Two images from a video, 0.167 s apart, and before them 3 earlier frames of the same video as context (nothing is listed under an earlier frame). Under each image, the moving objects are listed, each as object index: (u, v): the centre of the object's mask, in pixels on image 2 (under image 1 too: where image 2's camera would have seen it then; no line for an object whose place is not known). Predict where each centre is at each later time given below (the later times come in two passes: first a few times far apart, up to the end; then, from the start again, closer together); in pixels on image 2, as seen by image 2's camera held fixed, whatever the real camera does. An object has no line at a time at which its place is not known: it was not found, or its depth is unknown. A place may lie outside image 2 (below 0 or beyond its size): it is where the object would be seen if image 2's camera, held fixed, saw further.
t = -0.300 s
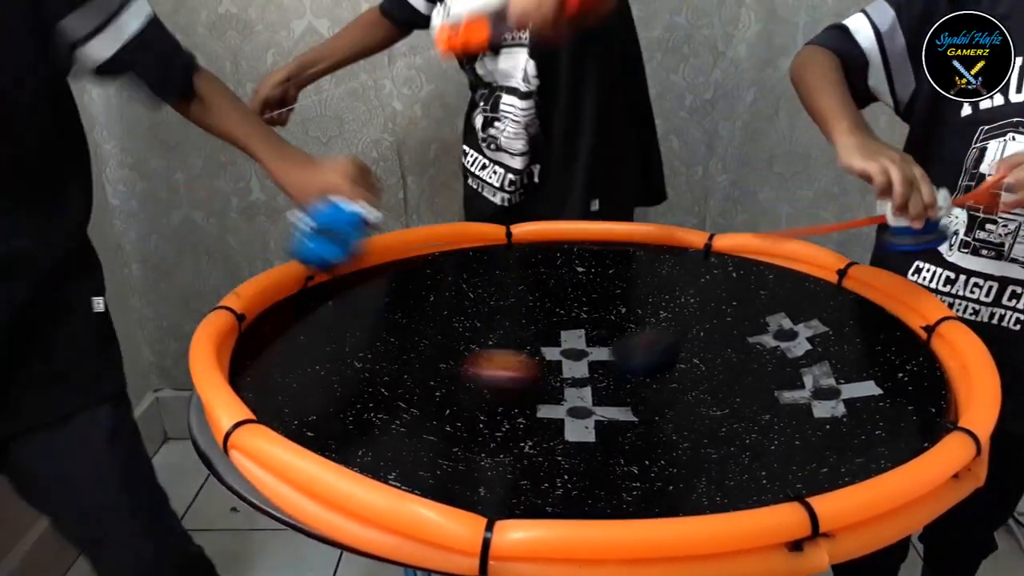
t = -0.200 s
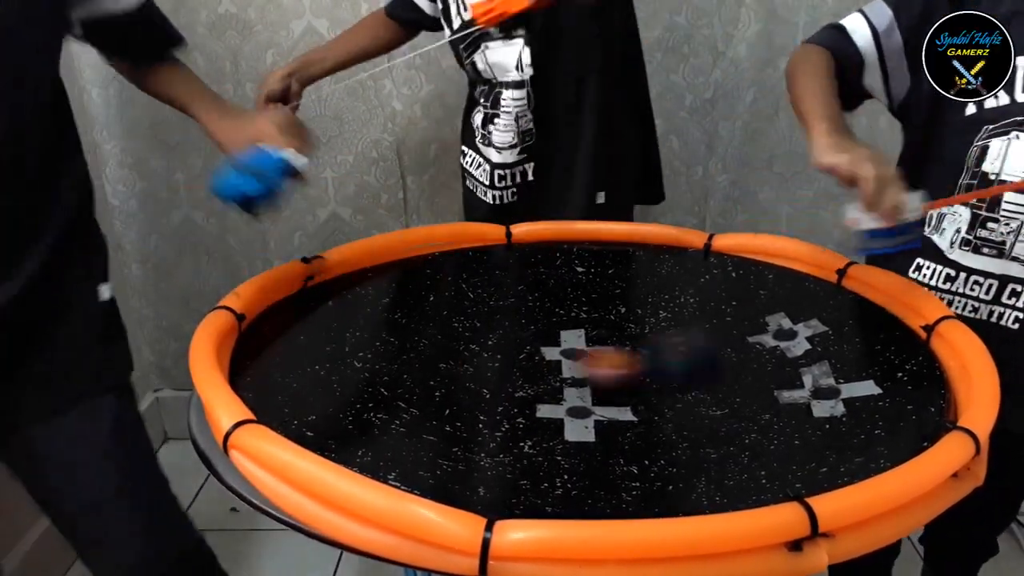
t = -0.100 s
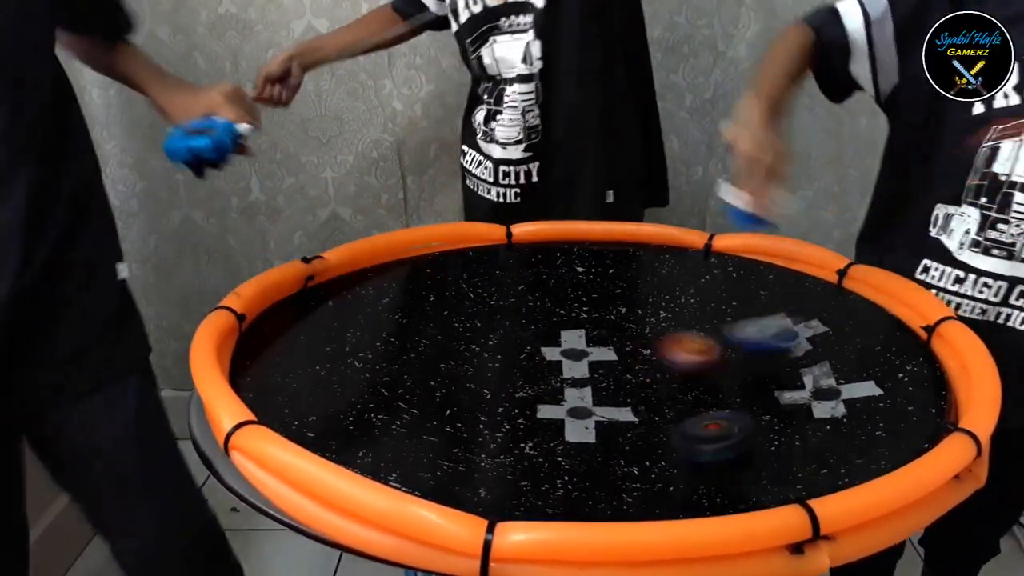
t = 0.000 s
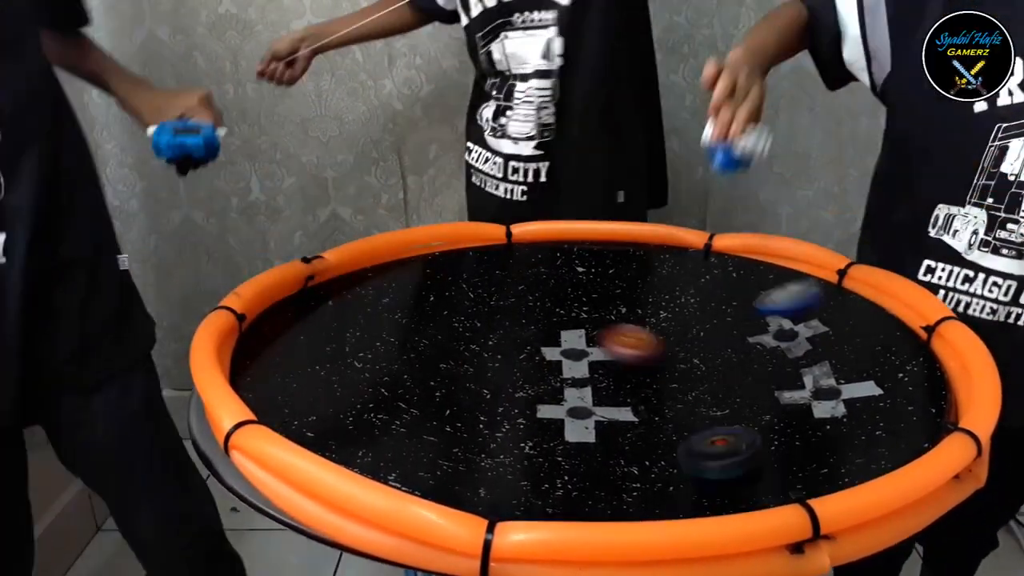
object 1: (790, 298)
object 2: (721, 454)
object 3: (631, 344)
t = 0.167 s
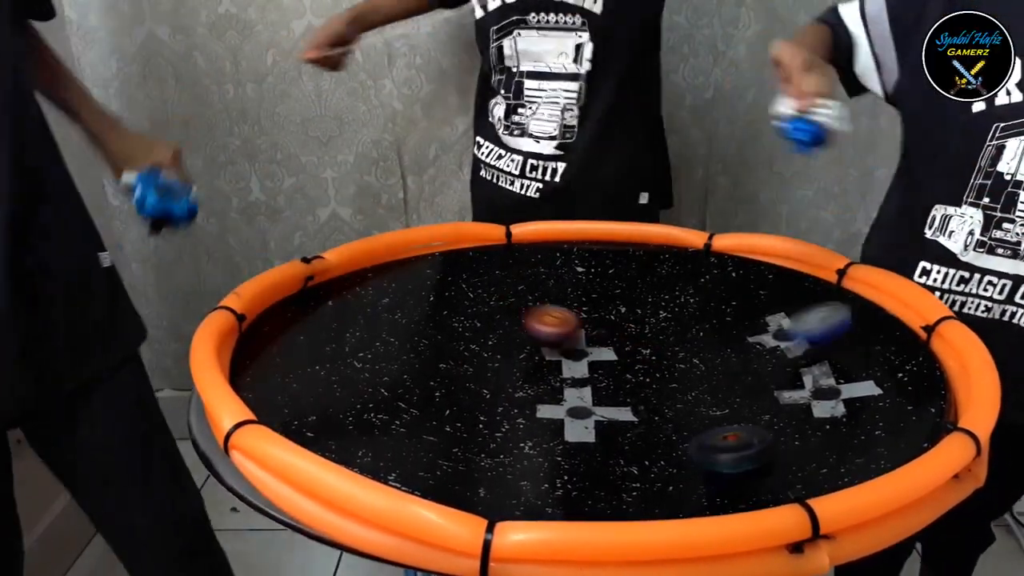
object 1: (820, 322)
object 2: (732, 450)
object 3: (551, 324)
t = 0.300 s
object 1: (802, 332)
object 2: (739, 441)
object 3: (515, 309)
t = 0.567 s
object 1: (710, 332)
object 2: (697, 410)
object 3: (459, 306)
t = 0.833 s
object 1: (623, 325)
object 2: (613, 377)
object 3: (482, 325)
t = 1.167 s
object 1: (815, 303)
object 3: (411, 338)
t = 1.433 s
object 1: (886, 341)
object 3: (428, 387)
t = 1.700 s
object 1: (703, 418)
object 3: (579, 385)
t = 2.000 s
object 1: (535, 425)
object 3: (624, 327)
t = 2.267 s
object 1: (471, 415)
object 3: (564, 293)
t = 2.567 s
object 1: (466, 386)
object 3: (499, 289)
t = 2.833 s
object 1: (521, 356)
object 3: (487, 297)
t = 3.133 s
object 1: (582, 324)
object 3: (520, 323)
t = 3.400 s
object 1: (617, 303)
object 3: (575, 345)
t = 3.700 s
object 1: (647, 293)
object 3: (628, 359)
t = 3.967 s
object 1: (650, 319)
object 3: (655, 365)
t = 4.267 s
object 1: (688, 321)
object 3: (561, 394)
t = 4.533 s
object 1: (724, 346)
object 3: (538, 426)
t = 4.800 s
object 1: (694, 377)
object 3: (566, 423)
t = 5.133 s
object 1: (705, 383)
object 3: (528, 399)
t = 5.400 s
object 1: (775, 366)
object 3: (471, 369)
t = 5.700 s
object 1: (775, 349)
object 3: (450, 328)
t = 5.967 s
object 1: (721, 334)
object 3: (460, 303)
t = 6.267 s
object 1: (645, 325)
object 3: (499, 297)
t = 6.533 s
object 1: (692, 324)
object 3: (547, 299)
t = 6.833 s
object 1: (674, 348)
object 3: (624, 316)
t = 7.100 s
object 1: (665, 397)
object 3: (689, 322)
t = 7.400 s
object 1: (656, 428)
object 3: (716, 337)
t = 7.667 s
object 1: (623, 425)
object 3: (712, 355)
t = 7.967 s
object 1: (601, 382)
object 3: (675, 378)
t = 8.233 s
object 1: (549, 337)
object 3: (771, 410)
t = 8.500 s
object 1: (545, 321)
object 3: (799, 412)
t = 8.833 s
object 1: (582, 331)
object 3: (743, 404)
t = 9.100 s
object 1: (622, 346)
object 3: (652, 375)
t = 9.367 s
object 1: (630, 299)
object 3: (590, 381)
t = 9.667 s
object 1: (636, 285)
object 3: (543, 368)
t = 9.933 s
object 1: (621, 300)
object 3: (531, 355)
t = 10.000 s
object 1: (616, 306)
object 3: (534, 351)
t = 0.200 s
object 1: (818, 327)
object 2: (736, 448)
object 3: (542, 319)
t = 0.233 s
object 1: (814, 329)
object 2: (739, 445)
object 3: (533, 315)
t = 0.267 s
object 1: (809, 330)
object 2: (740, 443)
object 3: (524, 312)
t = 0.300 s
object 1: (802, 332)
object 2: (739, 441)
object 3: (515, 309)
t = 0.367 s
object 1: (781, 333)
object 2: (735, 433)
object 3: (499, 304)
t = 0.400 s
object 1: (771, 334)
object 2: (730, 430)
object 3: (490, 302)
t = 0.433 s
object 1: (760, 334)
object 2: (727, 427)
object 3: (482, 301)
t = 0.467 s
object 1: (747, 334)
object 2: (719, 422)
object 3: (475, 301)
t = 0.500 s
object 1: (734, 333)
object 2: (712, 418)
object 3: (467, 302)
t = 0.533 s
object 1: (722, 333)
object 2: (703, 413)
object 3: (462, 304)
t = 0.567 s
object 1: (710, 332)
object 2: (697, 410)
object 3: (459, 306)
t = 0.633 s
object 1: (687, 330)
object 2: (679, 402)
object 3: (458, 311)
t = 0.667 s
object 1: (676, 328)
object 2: (673, 398)
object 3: (459, 313)
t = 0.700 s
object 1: (665, 327)
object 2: (663, 393)
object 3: (462, 316)
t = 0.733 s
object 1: (654, 327)
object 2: (651, 390)
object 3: (466, 319)
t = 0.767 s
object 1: (643, 326)
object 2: (639, 386)
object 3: (470, 321)
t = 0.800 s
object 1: (632, 325)
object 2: (627, 382)
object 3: (475, 323)
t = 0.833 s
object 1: (623, 325)
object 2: (613, 377)
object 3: (482, 325)
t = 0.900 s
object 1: (603, 324)
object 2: (590, 373)
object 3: (502, 328)
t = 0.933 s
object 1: (592, 325)
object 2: (572, 368)
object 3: (514, 330)
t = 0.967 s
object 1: (585, 326)
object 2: (559, 365)
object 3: (522, 331)
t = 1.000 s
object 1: (620, 321)
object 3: (501, 331)
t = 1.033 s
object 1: (663, 320)
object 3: (474, 331)
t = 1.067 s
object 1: (706, 317)
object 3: (452, 332)
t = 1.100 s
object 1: (747, 313)
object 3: (432, 332)
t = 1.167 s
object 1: (815, 303)
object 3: (411, 338)
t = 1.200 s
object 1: (840, 300)
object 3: (403, 343)
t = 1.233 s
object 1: (867, 296)
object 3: (397, 349)
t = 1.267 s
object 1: (891, 295)
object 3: (395, 354)
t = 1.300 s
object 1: (902, 296)
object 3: (395, 361)
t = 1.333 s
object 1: (909, 304)
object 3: (397, 367)
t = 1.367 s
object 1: (909, 313)
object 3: (405, 374)
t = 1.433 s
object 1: (886, 341)
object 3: (428, 387)
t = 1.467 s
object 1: (871, 355)
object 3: (444, 390)
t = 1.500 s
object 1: (854, 370)
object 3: (462, 393)
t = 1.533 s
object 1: (832, 380)
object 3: (483, 394)
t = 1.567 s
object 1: (802, 391)
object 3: (502, 395)
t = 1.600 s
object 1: (779, 399)
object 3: (523, 394)
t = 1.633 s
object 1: (756, 406)
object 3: (542, 393)
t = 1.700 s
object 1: (703, 418)
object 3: (579, 385)
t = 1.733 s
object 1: (681, 421)
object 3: (592, 380)
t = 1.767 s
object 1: (656, 424)
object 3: (602, 372)
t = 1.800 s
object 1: (637, 426)
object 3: (611, 368)
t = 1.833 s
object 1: (616, 427)
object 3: (617, 361)
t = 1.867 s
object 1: (598, 429)
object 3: (623, 354)
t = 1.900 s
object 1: (579, 429)
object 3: (626, 346)
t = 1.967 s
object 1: (546, 427)
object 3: (627, 334)
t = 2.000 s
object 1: (535, 425)
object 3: (624, 327)
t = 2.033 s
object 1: (525, 424)
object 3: (620, 321)
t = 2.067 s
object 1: (514, 423)
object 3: (615, 315)
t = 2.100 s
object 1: (506, 422)
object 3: (609, 310)
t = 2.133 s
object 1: (498, 420)
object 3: (601, 304)
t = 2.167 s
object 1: (491, 420)
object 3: (594, 301)
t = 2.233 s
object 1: (477, 417)
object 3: (574, 295)
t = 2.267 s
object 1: (471, 415)
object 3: (564, 293)
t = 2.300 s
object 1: (465, 414)
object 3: (554, 292)
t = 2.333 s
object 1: (460, 412)
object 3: (543, 292)
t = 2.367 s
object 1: (455, 409)
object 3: (533, 292)
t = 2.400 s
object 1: (453, 405)
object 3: (524, 293)
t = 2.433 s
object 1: (452, 402)
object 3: (518, 295)
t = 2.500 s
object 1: (457, 394)
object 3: (507, 292)
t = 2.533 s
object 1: (461, 390)
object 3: (503, 290)
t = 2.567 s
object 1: (466, 386)
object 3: (499, 289)
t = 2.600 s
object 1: (471, 382)
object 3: (496, 289)
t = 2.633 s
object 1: (478, 379)
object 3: (494, 289)
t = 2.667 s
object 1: (484, 375)
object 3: (491, 290)
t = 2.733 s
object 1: (499, 368)
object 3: (488, 292)
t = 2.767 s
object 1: (506, 364)
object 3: (487, 293)
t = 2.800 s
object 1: (513, 360)
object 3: (487, 294)
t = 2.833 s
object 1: (521, 356)
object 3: (487, 297)
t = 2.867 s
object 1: (528, 353)
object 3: (488, 299)
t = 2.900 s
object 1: (534, 349)
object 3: (490, 302)
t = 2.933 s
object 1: (542, 345)
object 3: (492, 305)
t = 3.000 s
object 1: (557, 338)
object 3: (500, 311)
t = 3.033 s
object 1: (564, 334)
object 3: (504, 314)
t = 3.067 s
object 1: (570, 331)
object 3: (509, 317)
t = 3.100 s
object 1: (576, 327)
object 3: (514, 320)
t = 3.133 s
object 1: (582, 324)
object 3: (520, 323)
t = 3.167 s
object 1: (587, 321)
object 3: (526, 326)
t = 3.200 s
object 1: (592, 318)
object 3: (533, 330)
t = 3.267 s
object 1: (602, 313)
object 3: (546, 335)
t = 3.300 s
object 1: (605, 310)
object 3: (554, 338)
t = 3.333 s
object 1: (610, 307)
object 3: (560, 342)
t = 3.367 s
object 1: (613, 305)
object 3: (568, 343)
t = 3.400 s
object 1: (617, 303)
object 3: (575, 345)
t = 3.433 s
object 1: (621, 301)
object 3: (582, 347)
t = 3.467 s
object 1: (623, 299)
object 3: (589, 350)
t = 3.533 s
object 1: (630, 296)
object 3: (600, 352)
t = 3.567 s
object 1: (633, 294)
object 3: (606, 354)
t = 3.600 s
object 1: (636, 293)
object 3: (611, 354)
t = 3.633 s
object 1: (639, 293)
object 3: (617, 356)
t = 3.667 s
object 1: (643, 292)
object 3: (623, 357)
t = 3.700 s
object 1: (647, 293)
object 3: (628, 359)
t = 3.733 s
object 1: (650, 295)
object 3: (632, 360)
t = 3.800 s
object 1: (654, 300)
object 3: (640, 361)
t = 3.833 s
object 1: (654, 303)
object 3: (643, 362)
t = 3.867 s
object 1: (654, 307)
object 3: (647, 362)
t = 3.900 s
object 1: (653, 311)
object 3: (650, 363)
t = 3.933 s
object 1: (652, 315)
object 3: (653, 364)
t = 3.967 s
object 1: (650, 319)
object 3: (655, 365)
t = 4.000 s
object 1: (647, 323)
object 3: (653, 364)
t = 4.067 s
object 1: (642, 329)
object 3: (640, 362)
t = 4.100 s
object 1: (649, 330)
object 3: (625, 366)
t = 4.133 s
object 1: (659, 326)
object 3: (609, 372)
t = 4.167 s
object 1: (669, 323)
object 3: (593, 380)
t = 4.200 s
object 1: (676, 321)
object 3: (579, 385)
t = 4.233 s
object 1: (682, 321)
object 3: (568, 391)
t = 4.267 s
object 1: (688, 321)
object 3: (561, 394)
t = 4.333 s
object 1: (699, 325)
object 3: (549, 405)
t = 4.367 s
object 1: (707, 328)
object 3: (544, 408)
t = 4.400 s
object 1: (711, 331)
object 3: (541, 413)
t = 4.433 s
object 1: (716, 334)
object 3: (539, 416)
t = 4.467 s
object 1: (720, 339)
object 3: (538, 420)
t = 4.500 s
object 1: (722, 342)
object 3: (538, 423)
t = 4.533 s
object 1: (724, 346)
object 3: (538, 426)
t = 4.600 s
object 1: (724, 355)
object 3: (542, 429)
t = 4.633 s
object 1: (722, 359)
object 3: (544, 429)
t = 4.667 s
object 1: (718, 363)
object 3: (548, 428)
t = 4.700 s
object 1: (714, 367)
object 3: (554, 429)
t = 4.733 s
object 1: (707, 371)
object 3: (559, 427)
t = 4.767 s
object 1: (701, 374)
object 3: (563, 426)
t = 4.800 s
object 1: (694, 377)
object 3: (566, 423)
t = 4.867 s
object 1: (675, 383)
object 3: (572, 419)
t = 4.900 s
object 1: (667, 385)
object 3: (574, 417)
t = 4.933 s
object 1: (659, 386)
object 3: (576, 414)
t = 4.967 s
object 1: (657, 389)
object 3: (579, 413)
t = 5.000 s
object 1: (654, 392)
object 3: (582, 409)
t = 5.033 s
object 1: (651, 393)
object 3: (582, 408)
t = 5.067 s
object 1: (667, 391)
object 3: (563, 403)
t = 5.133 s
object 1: (705, 383)
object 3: (528, 399)
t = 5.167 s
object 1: (717, 380)
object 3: (516, 395)
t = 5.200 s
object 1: (731, 376)
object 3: (507, 393)
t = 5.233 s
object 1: (740, 374)
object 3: (499, 389)
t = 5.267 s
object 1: (748, 372)
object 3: (492, 386)
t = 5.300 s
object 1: (756, 370)
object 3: (485, 381)
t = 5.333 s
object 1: (764, 369)
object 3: (480, 377)
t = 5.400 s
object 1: (775, 366)
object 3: (471, 369)
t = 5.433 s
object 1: (781, 364)
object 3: (467, 364)
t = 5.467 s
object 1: (785, 362)
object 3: (464, 360)
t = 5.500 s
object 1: (787, 361)
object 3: (460, 355)
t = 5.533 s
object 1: (789, 358)
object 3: (457, 350)
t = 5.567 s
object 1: (789, 355)
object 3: (455, 346)
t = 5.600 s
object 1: (787, 355)
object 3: (454, 342)
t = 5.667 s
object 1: (780, 351)
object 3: (450, 332)
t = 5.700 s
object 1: (775, 349)
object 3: (450, 328)
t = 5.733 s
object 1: (770, 347)
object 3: (450, 323)
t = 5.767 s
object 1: (764, 345)
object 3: (450, 319)
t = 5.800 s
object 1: (758, 343)
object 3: (451, 316)
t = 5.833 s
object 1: (752, 341)
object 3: (453, 313)
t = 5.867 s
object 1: (743, 339)
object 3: (454, 310)
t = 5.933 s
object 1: (729, 335)
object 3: (458, 305)
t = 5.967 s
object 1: (721, 334)
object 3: (460, 303)
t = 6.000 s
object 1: (713, 332)
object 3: (464, 301)
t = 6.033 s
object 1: (706, 331)
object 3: (468, 300)
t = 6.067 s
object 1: (696, 330)
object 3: (472, 299)
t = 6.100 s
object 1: (688, 329)
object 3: (476, 298)
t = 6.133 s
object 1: (680, 328)
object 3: (480, 297)
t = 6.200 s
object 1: (663, 326)
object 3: (489, 297)
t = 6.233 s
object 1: (654, 325)
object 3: (493, 296)
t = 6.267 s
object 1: (645, 325)
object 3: (499, 297)
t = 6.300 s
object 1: (644, 324)
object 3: (504, 297)
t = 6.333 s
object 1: (657, 323)
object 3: (510, 297)
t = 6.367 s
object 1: (669, 322)
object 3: (515, 298)
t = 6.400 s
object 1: (676, 321)
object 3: (522, 299)
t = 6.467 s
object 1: (686, 321)
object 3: (534, 299)
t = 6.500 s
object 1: (689, 323)
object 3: (541, 299)
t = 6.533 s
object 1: (692, 324)
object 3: (547, 299)
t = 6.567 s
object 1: (694, 327)
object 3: (554, 300)
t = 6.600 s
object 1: (694, 329)
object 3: (562, 301)
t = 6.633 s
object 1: (694, 332)
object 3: (569, 302)
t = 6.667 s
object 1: (693, 334)
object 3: (577, 304)
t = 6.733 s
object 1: (688, 340)
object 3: (595, 307)
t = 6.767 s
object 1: (684, 343)
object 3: (604, 310)
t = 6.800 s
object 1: (679, 345)
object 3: (614, 313)
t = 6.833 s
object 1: (674, 348)
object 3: (624, 316)
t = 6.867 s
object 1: (669, 350)
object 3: (633, 319)
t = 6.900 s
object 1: (662, 354)
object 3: (642, 320)
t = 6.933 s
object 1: (655, 359)
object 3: (653, 322)
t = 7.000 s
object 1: (645, 371)
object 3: (670, 321)
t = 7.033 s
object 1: (654, 381)
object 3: (677, 322)
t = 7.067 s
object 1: (660, 390)
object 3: (683, 323)
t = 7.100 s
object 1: (665, 397)
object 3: (689, 322)
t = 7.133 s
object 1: (667, 403)
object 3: (694, 323)
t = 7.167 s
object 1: (667, 407)
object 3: (698, 326)
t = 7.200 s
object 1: (666, 411)
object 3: (701, 327)
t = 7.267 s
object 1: (663, 418)
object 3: (708, 329)
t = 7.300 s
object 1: (662, 421)
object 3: (711, 331)
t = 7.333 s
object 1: (660, 423)
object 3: (713, 332)
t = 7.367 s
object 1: (658, 426)
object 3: (715, 335)
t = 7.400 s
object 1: (656, 428)
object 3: (716, 337)
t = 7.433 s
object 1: (653, 430)
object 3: (717, 338)
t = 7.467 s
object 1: (651, 431)
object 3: (718, 341)
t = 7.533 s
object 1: (642, 433)
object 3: (717, 346)
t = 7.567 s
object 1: (637, 433)
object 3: (717, 348)
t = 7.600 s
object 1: (633, 432)
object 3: (715, 352)
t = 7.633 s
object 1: (627, 429)
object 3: (714, 353)
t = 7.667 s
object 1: (623, 425)
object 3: (712, 355)
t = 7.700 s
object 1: (619, 422)
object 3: (710, 358)
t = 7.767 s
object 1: (613, 414)
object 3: (702, 363)
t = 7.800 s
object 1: (611, 409)
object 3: (698, 366)
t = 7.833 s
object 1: (609, 404)
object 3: (695, 368)
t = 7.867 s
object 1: (607, 399)
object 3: (690, 370)
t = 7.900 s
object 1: (606, 394)
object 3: (686, 373)
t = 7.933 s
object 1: (605, 389)
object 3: (681, 377)
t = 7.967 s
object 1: (601, 382)
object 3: (675, 378)
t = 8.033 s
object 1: (597, 371)
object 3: (666, 381)
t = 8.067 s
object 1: (597, 368)
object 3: (663, 382)
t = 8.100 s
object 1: (589, 362)
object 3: (689, 389)
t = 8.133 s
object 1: (575, 356)
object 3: (715, 397)
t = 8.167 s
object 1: (564, 348)
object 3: (739, 404)
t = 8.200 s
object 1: (556, 343)
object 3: (757, 406)
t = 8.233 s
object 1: (549, 337)
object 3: (771, 410)
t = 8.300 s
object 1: (548, 331)
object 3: (789, 412)
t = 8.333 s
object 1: (549, 329)
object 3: (794, 413)
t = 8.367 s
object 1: (548, 327)
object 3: (797, 413)
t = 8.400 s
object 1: (548, 326)
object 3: (799, 412)
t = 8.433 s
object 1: (547, 324)
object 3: (799, 413)
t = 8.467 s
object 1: (546, 322)
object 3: (799, 413)
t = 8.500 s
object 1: (545, 321)
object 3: (799, 412)
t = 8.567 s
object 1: (543, 318)
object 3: (793, 411)
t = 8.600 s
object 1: (541, 317)
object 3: (789, 411)
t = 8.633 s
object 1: (540, 317)
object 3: (783, 411)
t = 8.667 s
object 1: (543, 317)
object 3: (778, 410)
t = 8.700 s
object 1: (552, 320)
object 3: (772, 409)
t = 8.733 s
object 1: (562, 323)
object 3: (765, 408)
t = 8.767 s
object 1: (570, 326)
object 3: (758, 407)
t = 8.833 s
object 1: (582, 331)
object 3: (743, 404)
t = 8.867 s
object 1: (587, 333)
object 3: (735, 402)
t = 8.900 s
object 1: (592, 336)
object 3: (725, 400)
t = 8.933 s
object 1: (597, 338)
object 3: (714, 397)
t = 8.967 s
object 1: (603, 340)
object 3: (702, 393)
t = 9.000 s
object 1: (608, 343)
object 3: (691, 389)
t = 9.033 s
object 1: (614, 344)
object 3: (678, 384)
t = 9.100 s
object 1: (622, 346)
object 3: (652, 375)
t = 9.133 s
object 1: (624, 341)
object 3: (642, 378)
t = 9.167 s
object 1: (624, 331)
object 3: (632, 381)
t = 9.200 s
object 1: (624, 323)
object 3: (622, 382)
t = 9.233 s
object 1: (624, 316)
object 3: (616, 383)
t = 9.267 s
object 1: (625, 310)
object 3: (608, 384)
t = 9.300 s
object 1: (626, 306)
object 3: (602, 383)
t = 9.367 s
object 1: (630, 299)
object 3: (590, 381)
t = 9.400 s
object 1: (632, 296)
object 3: (584, 380)
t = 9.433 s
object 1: (634, 294)
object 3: (578, 378)
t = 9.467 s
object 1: (635, 292)
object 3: (572, 375)
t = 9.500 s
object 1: (636, 291)
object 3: (568, 373)
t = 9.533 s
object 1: (637, 289)
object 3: (564, 372)
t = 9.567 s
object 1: (637, 288)
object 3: (560, 370)
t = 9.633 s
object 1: (637, 286)
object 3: (548, 369)
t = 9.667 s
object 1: (636, 285)
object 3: (543, 368)
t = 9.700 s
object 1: (635, 285)
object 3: (538, 366)
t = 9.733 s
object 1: (634, 285)
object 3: (535, 367)
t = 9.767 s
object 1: (632, 287)
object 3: (533, 363)
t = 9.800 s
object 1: (630, 288)
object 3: (531, 362)
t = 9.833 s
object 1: (627, 291)
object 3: (531, 361)
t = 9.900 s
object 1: (624, 296)
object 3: (530, 357)
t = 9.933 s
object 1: (621, 300)
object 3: (531, 355)
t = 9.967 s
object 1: (618, 303)
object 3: (532, 353)
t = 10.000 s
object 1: (616, 306)
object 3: (534, 351)
